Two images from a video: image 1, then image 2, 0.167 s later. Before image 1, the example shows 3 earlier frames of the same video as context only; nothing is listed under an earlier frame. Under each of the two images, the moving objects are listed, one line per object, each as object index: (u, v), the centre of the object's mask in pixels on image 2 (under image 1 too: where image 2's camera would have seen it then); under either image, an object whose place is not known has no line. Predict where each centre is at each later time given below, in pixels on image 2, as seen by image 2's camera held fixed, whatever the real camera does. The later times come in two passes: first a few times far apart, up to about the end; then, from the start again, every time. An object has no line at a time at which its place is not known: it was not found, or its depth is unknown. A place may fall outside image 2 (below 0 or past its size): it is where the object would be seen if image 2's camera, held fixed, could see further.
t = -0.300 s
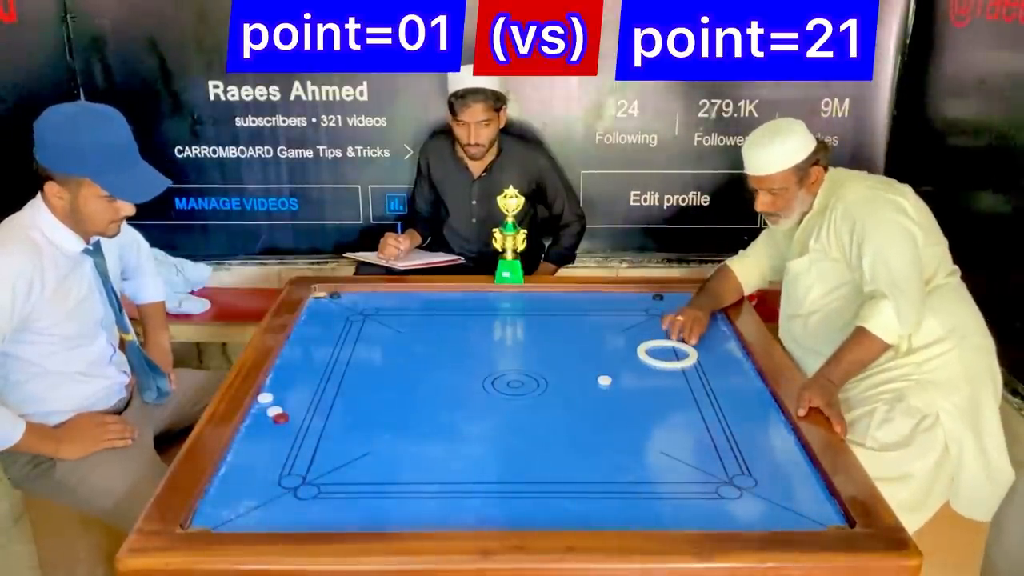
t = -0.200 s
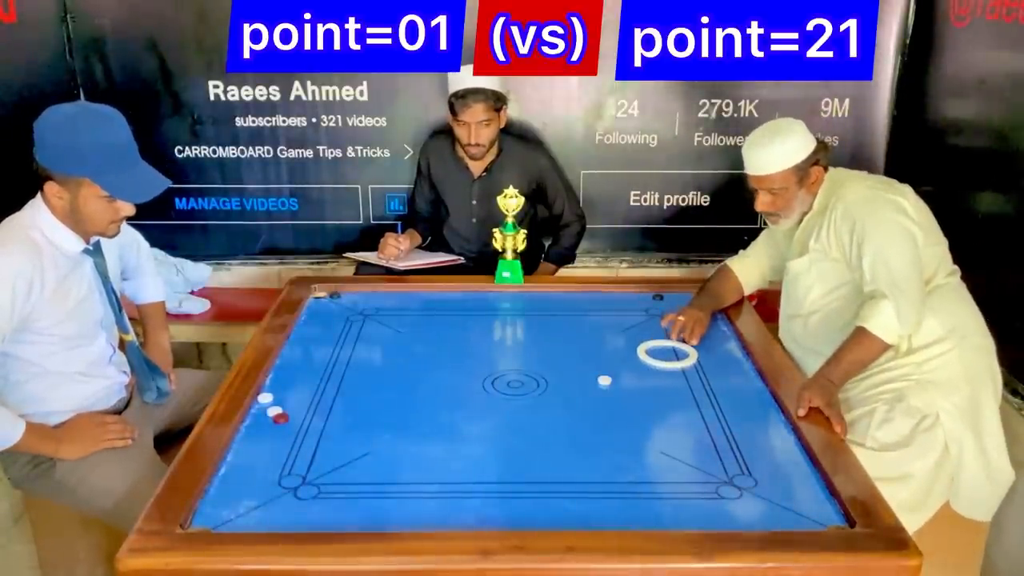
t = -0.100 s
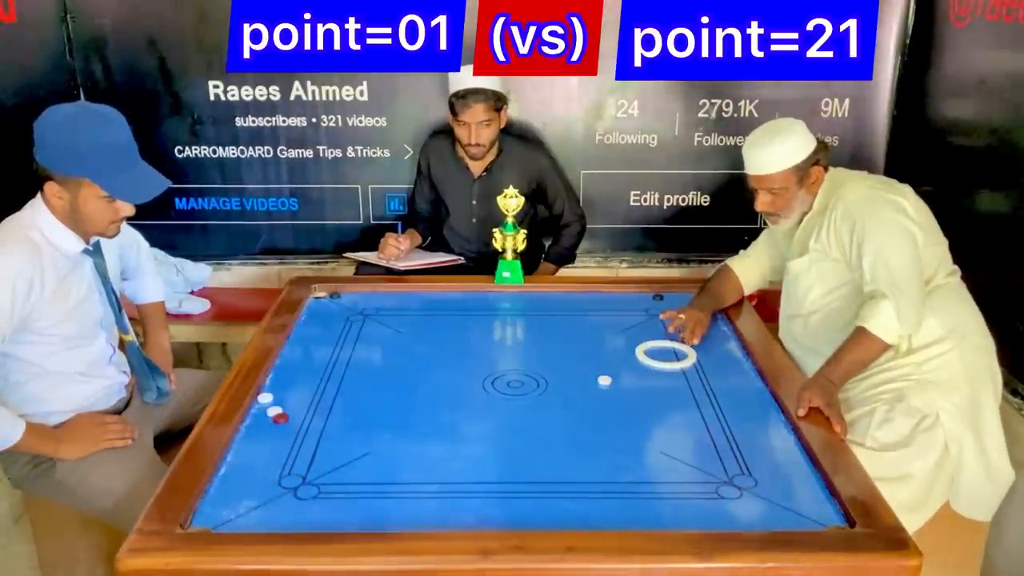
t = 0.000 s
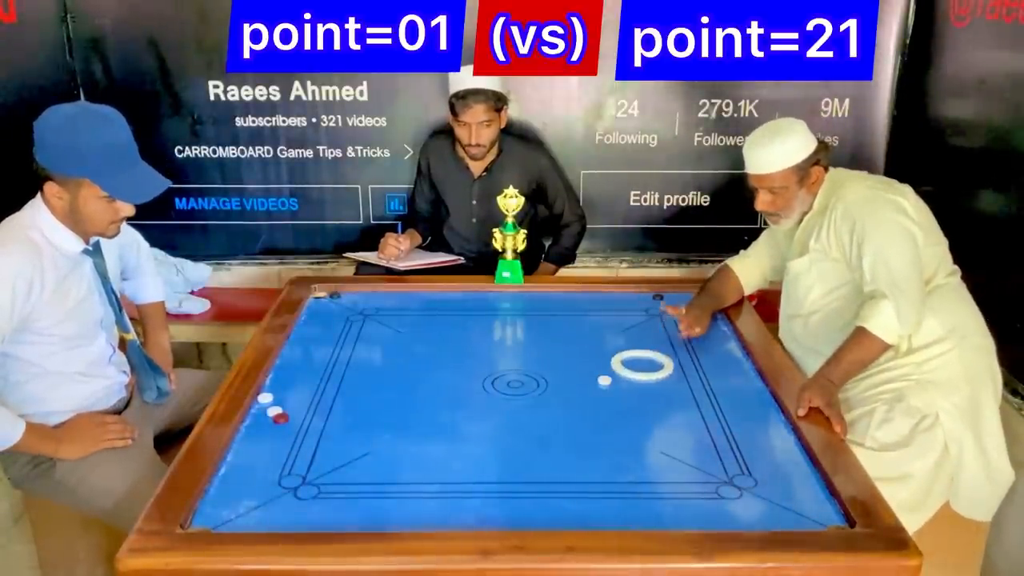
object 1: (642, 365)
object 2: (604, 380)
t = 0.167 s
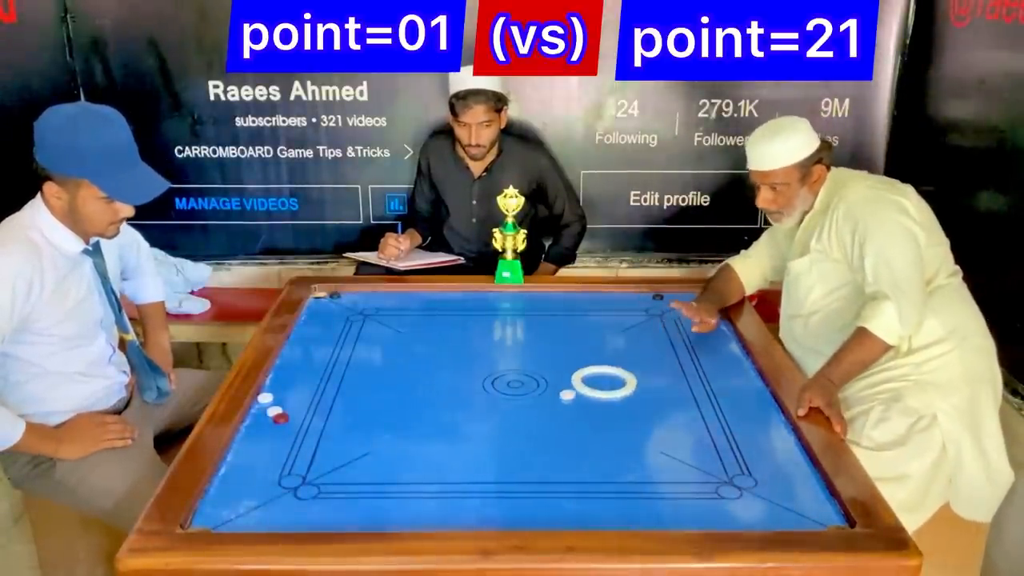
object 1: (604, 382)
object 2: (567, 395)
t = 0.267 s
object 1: (580, 392)
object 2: (535, 408)
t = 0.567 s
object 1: (506, 425)
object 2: (428, 450)
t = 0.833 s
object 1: (432, 457)
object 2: (319, 492)
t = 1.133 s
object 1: (340, 496)
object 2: (197, 528)
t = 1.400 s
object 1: (276, 504)
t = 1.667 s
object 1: (252, 480)
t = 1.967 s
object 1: (294, 464)
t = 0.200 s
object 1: (596, 385)
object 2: (557, 399)
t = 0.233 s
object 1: (588, 389)
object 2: (546, 403)
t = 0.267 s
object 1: (580, 392)
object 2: (535, 408)
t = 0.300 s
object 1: (573, 396)
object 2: (524, 412)
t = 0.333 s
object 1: (565, 399)
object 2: (512, 417)
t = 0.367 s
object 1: (557, 403)
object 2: (501, 421)
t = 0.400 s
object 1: (548, 407)
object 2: (489, 426)
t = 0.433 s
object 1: (540, 410)
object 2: (477, 430)
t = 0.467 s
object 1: (532, 414)
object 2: (465, 435)
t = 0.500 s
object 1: (523, 418)
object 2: (453, 440)
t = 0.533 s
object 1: (515, 421)
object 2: (440, 445)
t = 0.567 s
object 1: (506, 425)
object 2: (428, 450)
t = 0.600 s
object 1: (497, 429)
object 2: (415, 455)
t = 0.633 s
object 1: (489, 433)
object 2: (402, 460)
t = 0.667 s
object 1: (480, 437)
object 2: (389, 465)
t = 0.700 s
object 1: (470, 441)
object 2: (375, 470)
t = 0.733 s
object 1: (461, 445)
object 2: (362, 476)
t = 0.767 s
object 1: (452, 449)
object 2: (348, 481)
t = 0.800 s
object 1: (442, 453)
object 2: (333, 486)
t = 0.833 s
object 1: (432, 457)
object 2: (319, 492)
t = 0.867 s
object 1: (423, 461)
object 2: (305, 497)
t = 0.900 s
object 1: (413, 465)
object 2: (290, 503)
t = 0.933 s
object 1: (403, 470)
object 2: (275, 508)
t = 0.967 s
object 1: (393, 474)
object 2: (260, 514)
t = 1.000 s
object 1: (382, 479)
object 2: (245, 519)
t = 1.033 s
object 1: (372, 483)
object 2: (229, 525)
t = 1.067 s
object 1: (362, 487)
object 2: (214, 529)
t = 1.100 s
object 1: (351, 492)
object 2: (203, 529)
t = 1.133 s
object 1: (340, 496)
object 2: (197, 528)
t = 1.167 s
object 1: (330, 501)
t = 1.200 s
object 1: (319, 505)
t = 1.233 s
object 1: (308, 509)
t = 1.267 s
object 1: (298, 511)
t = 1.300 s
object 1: (291, 511)
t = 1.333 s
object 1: (286, 509)
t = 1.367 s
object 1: (281, 507)
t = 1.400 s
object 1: (276, 504)
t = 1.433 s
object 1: (272, 501)
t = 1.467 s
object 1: (267, 497)
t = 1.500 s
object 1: (263, 494)
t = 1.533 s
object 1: (259, 491)
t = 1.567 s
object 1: (255, 488)
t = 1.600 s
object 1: (251, 485)
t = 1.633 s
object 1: (248, 482)
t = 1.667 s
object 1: (252, 480)
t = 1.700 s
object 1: (258, 478)
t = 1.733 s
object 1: (263, 476)
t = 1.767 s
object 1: (267, 475)
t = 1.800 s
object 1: (272, 473)
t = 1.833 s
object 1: (277, 471)
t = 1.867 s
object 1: (281, 469)
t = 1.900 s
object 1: (286, 468)
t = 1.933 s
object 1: (290, 466)
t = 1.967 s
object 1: (294, 464)
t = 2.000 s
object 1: (298, 463)
